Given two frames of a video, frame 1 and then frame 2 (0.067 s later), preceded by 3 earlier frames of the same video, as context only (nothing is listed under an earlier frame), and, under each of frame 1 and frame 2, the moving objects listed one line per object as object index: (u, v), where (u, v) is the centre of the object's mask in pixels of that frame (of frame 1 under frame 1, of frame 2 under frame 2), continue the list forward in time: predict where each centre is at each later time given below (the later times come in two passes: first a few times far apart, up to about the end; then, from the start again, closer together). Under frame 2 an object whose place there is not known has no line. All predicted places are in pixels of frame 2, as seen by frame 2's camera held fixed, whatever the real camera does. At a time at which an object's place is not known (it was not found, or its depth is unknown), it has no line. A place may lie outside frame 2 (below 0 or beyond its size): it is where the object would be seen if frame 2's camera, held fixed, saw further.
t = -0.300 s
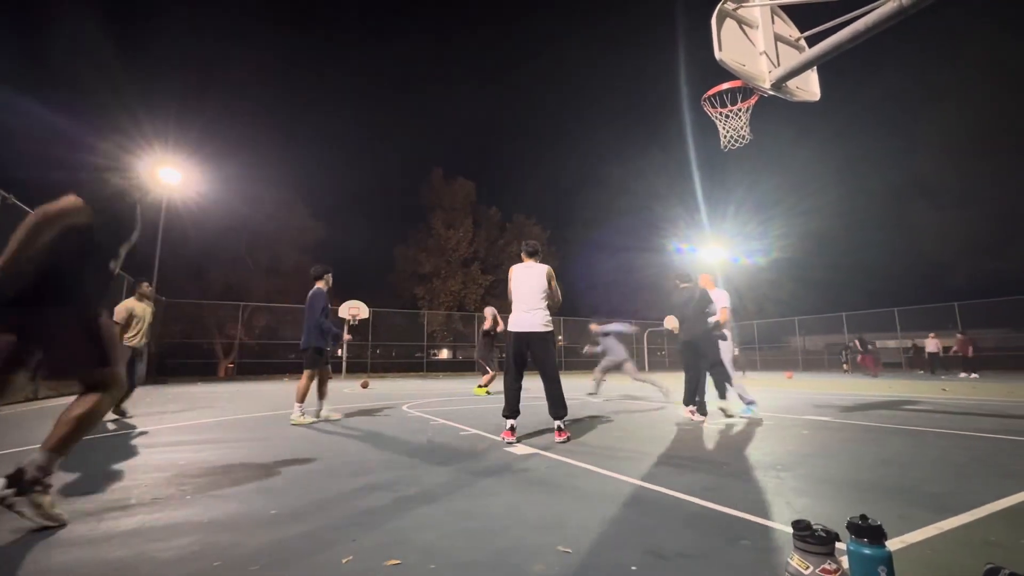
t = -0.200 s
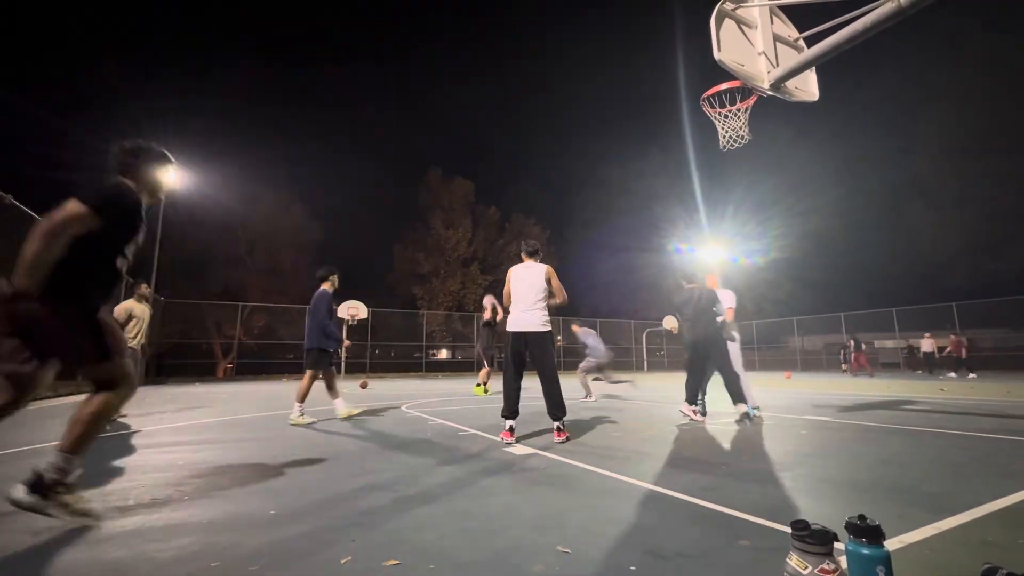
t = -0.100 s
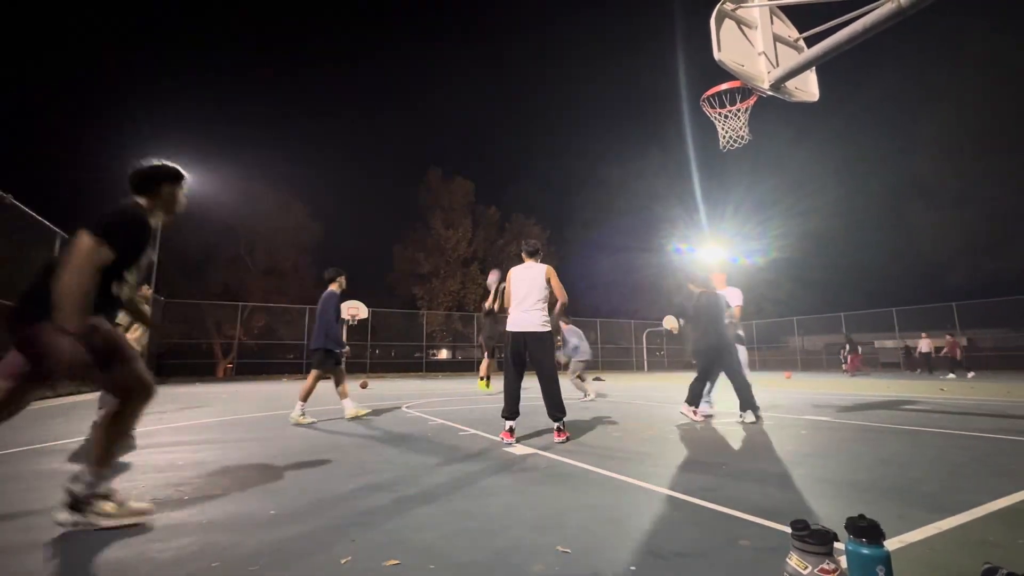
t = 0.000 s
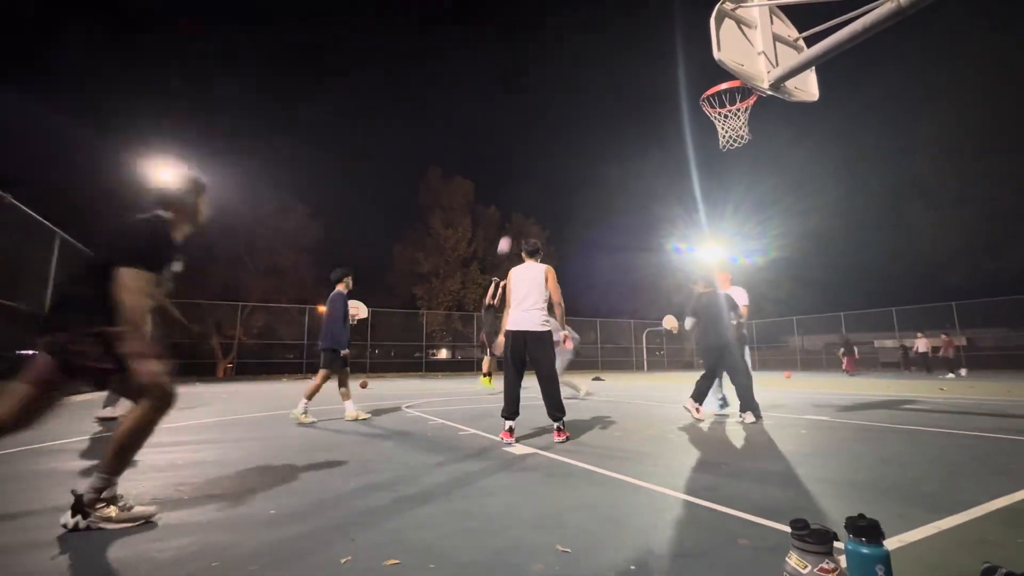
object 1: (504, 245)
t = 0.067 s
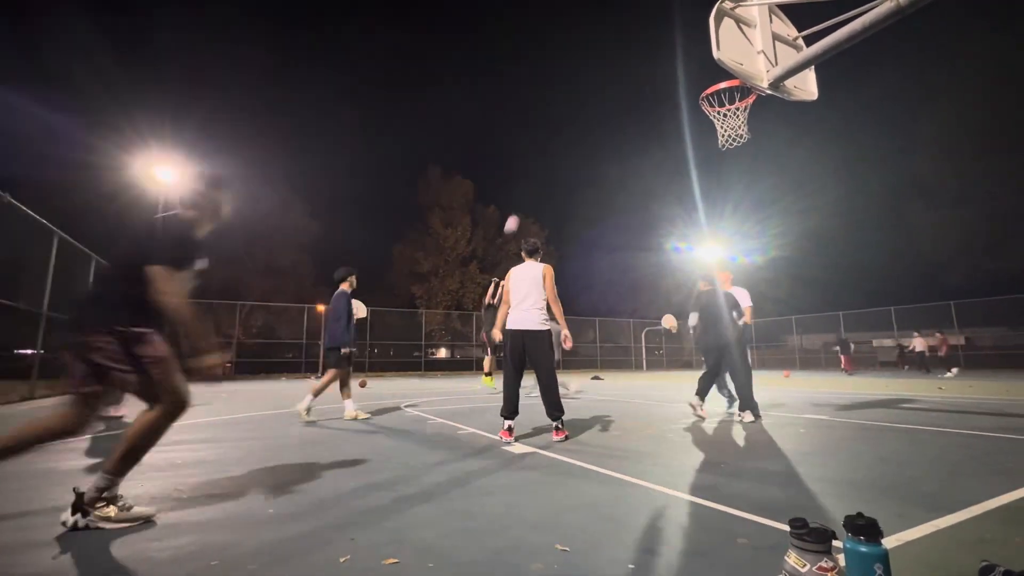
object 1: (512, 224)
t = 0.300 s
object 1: (544, 162)
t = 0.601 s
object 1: (598, 108)
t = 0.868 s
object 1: (671, 95)
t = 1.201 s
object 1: (721, 126)
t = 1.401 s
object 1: (727, 169)
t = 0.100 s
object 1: (516, 214)
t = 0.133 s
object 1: (520, 205)
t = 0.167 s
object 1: (525, 196)
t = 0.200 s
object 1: (529, 187)
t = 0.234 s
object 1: (534, 178)
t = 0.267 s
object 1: (539, 170)
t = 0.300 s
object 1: (544, 162)
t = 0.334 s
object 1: (549, 154)
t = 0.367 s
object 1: (554, 147)
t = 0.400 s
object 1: (560, 140)
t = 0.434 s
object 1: (565, 134)
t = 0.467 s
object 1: (571, 128)
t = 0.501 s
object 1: (577, 122)
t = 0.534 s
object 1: (584, 117)
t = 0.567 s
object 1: (591, 112)
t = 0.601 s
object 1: (598, 108)
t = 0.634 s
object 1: (606, 104)
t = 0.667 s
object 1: (613, 101)
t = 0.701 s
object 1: (621, 98)
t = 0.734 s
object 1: (630, 96)
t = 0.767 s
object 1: (640, 95)
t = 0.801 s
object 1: (649, 94)
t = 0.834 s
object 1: (660, 94)
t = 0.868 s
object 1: (671, 95)
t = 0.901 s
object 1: (683, 96)
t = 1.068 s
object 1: (719, 107)
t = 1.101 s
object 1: (719, 111)
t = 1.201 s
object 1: (721, 126)
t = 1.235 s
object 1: (722, 132)
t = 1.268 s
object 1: (723, 139)
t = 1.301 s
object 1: (724, 146)
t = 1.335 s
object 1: (725, 153)
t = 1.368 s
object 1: (727, 161)
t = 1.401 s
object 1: (727, 169)
